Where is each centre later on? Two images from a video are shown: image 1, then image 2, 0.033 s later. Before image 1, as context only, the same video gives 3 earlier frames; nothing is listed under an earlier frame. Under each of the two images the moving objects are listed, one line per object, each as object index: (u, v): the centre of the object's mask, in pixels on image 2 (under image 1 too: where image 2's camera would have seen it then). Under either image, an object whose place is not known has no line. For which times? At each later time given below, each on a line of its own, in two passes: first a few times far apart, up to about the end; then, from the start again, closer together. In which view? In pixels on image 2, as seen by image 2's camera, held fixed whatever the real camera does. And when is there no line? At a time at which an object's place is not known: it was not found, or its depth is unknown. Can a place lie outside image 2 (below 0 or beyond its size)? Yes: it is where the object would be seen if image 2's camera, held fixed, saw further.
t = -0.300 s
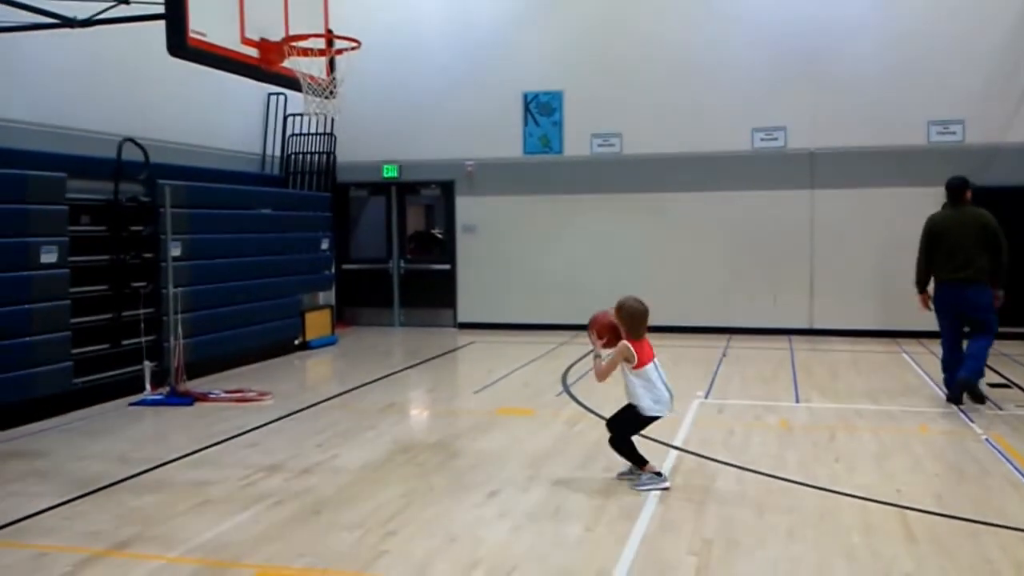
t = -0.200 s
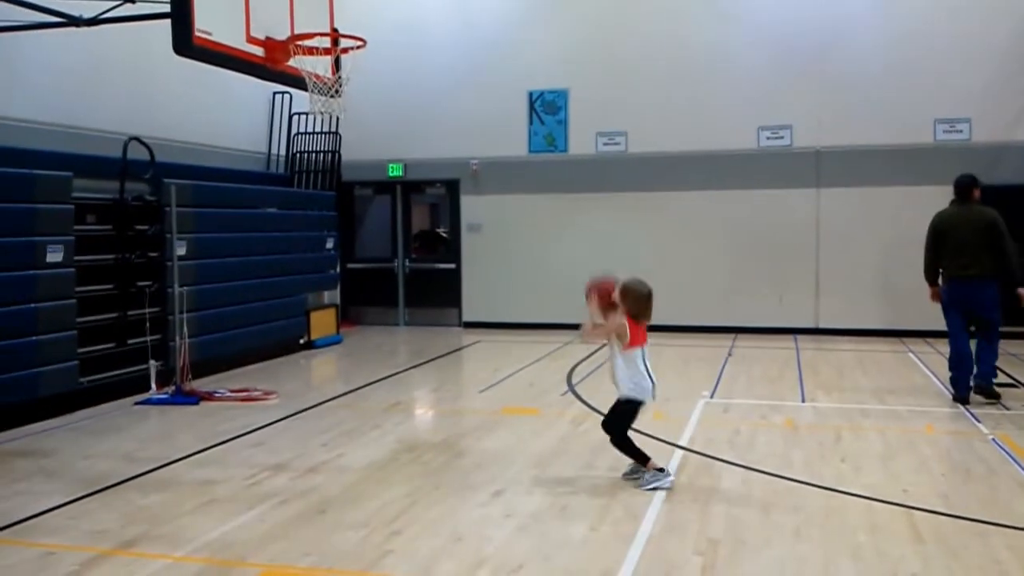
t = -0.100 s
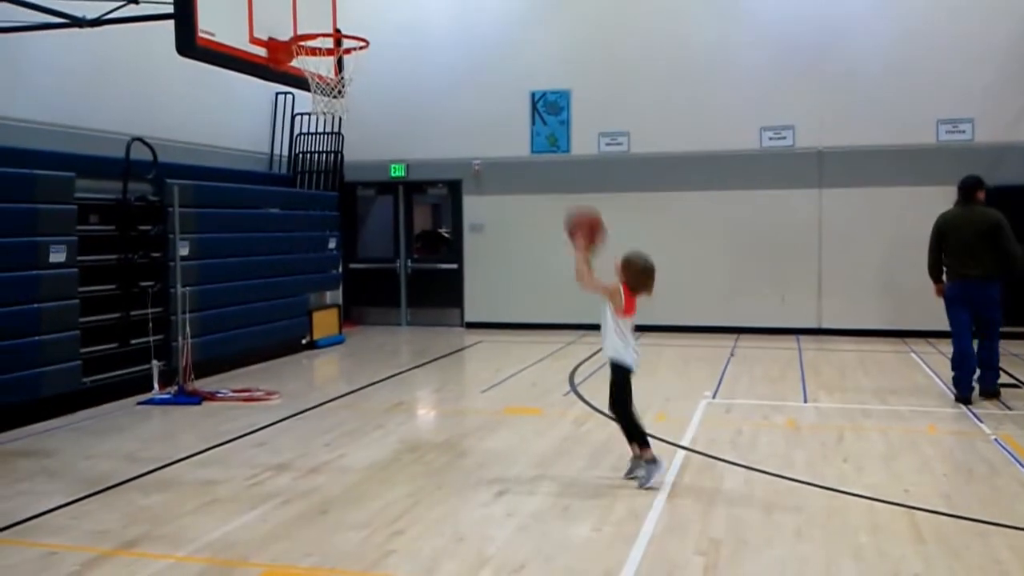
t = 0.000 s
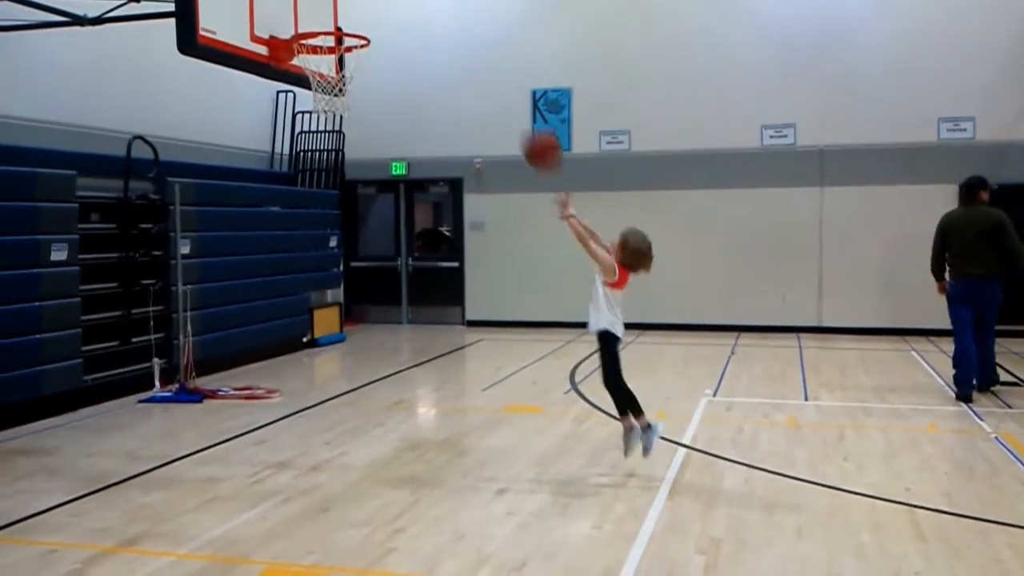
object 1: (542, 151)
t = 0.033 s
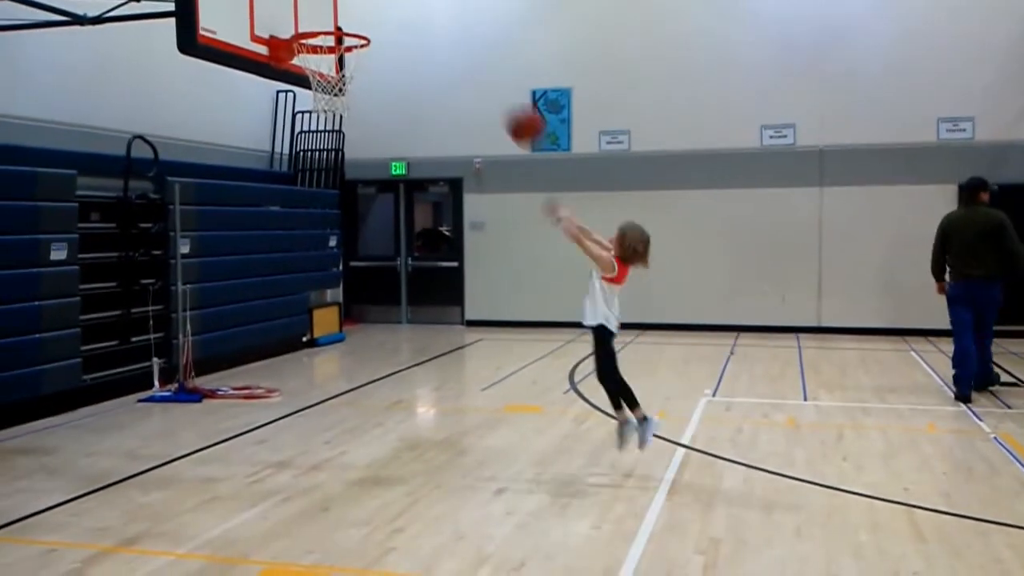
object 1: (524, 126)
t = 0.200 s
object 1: (450, 38)
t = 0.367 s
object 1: (376, 6)
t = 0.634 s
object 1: (300, 6)
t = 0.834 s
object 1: (345, 49)
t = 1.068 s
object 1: (301, 78)
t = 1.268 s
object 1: (314, 116)
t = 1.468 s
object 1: (331, 217)
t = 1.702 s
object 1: (352, 421)
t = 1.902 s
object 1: (372, 345)
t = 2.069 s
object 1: (393, 254)
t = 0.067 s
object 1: (510, 105)
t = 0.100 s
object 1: (495, 86)
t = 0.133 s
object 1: (480, 69)
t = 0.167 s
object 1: (465, 52)
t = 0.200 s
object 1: (450, 38)
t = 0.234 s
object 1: (435, 25)
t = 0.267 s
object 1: (420, 18)
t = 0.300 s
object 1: (405, 14)
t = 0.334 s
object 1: (390, 9)
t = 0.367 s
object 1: (376, 6)
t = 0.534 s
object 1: (305, 2)
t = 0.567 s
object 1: (290, 3)
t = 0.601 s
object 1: (289, 5)
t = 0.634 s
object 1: (300, 6)
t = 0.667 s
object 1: (311, 10)
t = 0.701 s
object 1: (323, 16)
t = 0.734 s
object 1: (335, 30)
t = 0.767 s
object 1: (339, 35)
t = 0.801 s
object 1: (342, 41)
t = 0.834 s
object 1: (345, 49)
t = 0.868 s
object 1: (339, 53)
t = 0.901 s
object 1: (330, 57)
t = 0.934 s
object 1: (325, 60)
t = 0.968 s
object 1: (307, 76)
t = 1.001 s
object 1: (303, 77)
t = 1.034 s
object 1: (301, 77)
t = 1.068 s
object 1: (301, 78)
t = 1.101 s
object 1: (302, 80)
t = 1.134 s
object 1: (303, 83)
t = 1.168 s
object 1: (307, 87)
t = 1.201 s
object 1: (308, 102)
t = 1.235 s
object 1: (312, 107)
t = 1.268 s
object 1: (314, 116)
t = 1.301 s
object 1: (317, 129)
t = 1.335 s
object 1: (320, 145)
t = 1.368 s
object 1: (323, 161)
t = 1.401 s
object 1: (326, 180)
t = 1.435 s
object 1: (329, 199)
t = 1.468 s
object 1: (331, 217)
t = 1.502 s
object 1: (334, 241)
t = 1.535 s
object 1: (338, 267)
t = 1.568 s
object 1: (341, 293)
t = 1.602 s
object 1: (344, 322)
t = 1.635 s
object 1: (347, 358)
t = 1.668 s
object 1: (348, 386)
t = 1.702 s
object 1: (352, 421)
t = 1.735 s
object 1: (355, 455)
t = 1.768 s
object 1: (358, 435)
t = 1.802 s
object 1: (361, 411)
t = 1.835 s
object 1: (365, 387)
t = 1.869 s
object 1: (368, 364)
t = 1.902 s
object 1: (372, 345)
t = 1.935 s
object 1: (375, 325)
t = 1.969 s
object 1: (379, 307)
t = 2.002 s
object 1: (382, 292)
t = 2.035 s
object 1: (385, 280)
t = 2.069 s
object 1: (393, 254)
